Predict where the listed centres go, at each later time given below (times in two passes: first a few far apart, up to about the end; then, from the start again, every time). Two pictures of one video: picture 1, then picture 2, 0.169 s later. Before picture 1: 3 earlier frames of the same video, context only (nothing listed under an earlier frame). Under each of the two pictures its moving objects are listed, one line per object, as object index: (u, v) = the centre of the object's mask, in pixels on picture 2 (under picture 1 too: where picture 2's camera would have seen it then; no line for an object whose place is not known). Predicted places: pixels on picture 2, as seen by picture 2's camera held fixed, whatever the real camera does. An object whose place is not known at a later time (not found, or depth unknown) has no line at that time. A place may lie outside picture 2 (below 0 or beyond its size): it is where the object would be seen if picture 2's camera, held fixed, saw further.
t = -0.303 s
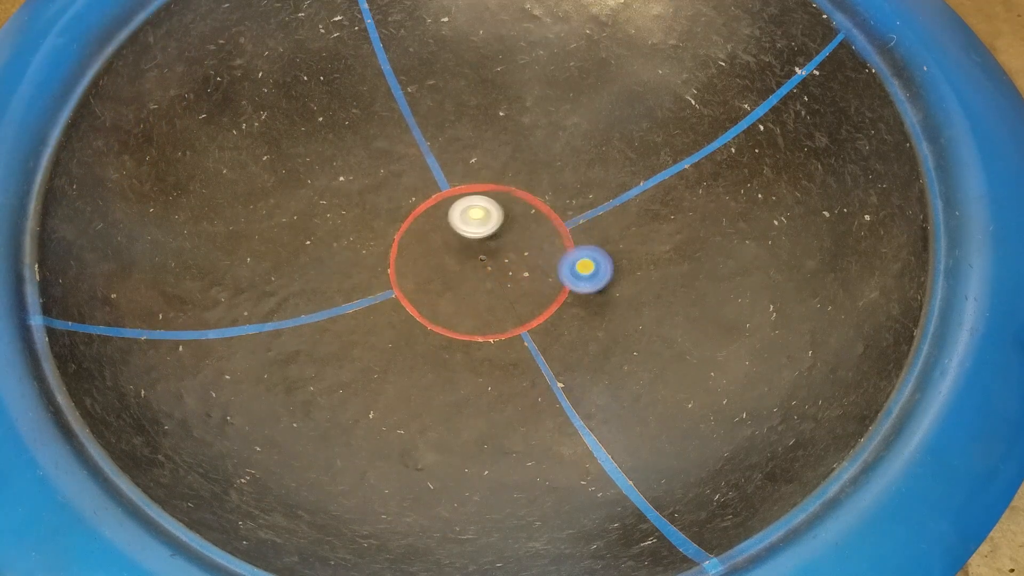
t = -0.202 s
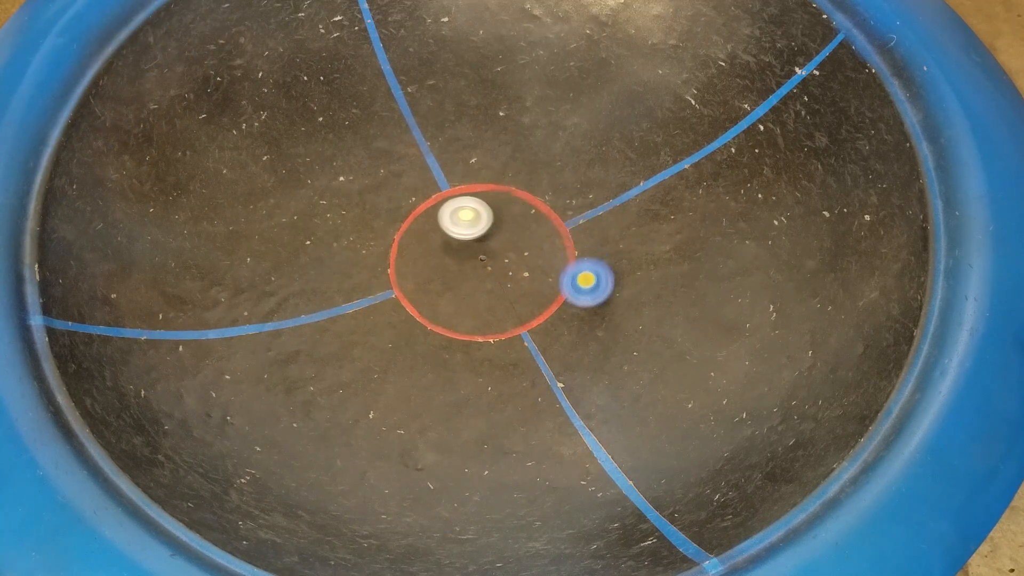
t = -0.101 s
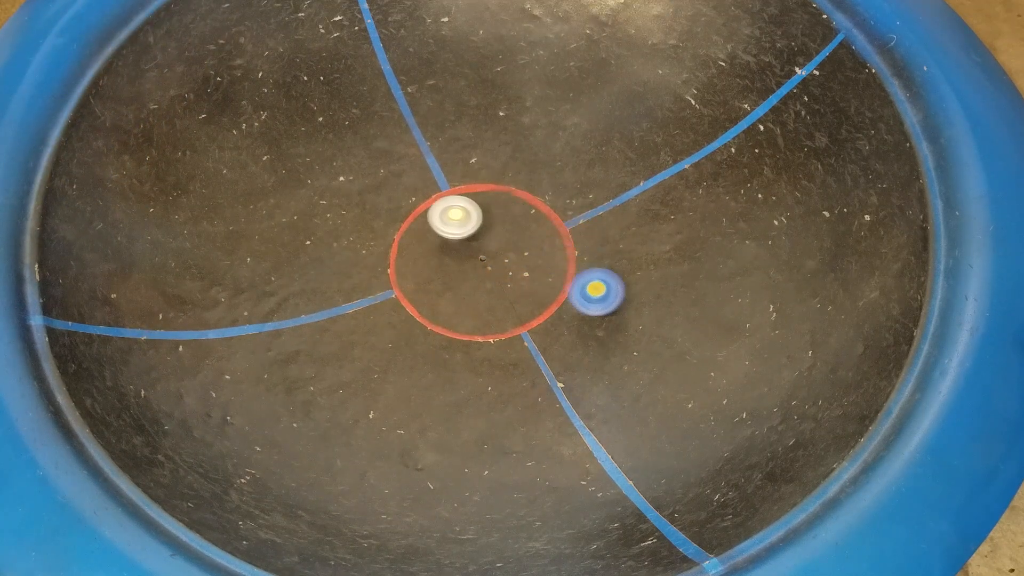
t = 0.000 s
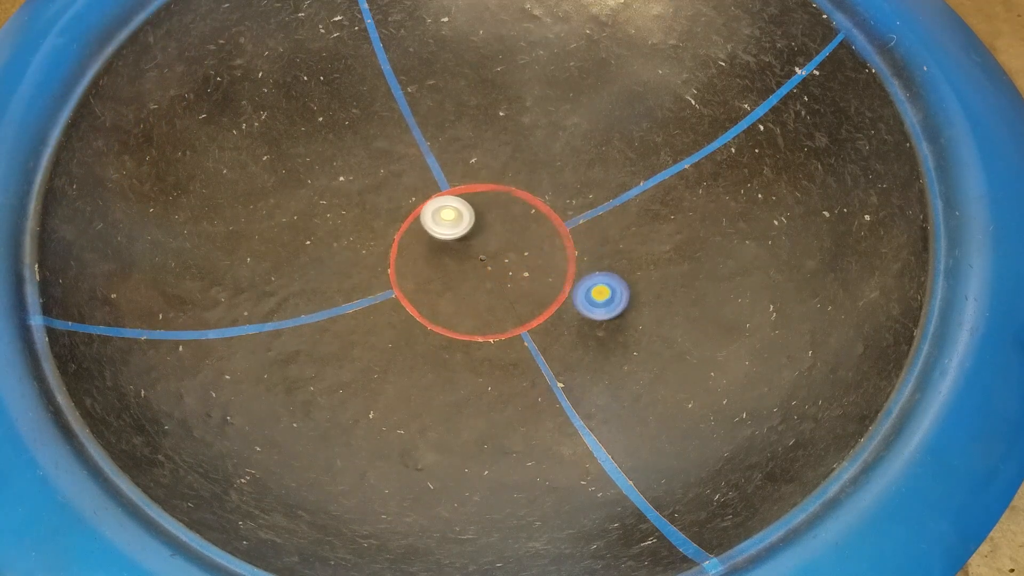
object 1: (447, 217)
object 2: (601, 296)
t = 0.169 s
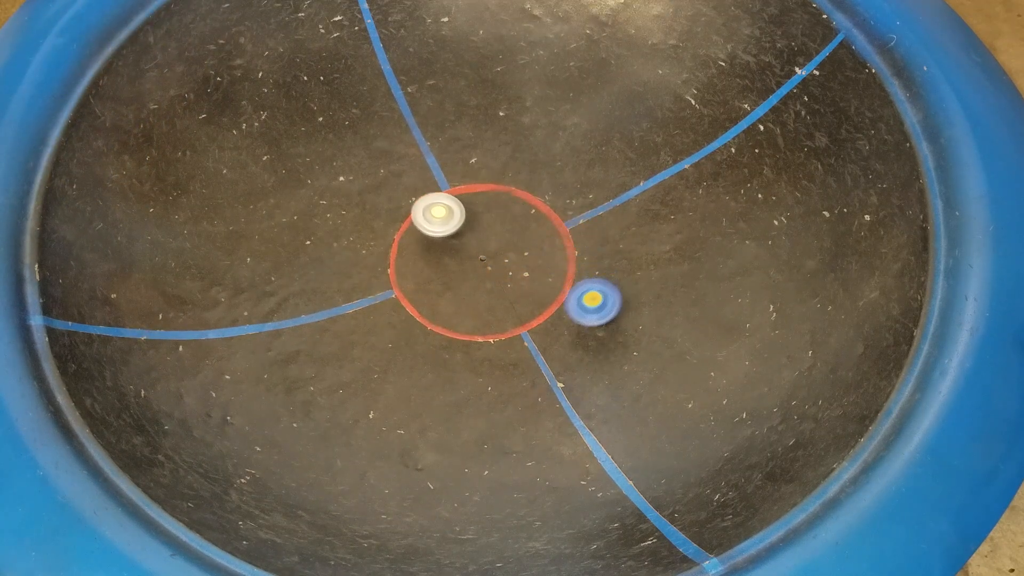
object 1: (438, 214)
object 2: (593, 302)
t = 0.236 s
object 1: (434, 212)
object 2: (587, 307)
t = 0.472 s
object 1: (418, 197)
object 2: (570, 324)
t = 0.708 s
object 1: (411, 192)
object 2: (544, 341)
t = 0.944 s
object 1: (410, 192)
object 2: (519, 353)
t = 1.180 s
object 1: (411, 192)
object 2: (482, 351)
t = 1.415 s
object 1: (408, 196)
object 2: (453, 344)
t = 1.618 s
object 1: (402, 202)
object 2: (442, 338)
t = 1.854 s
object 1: (392, 213)
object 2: (424, 324)
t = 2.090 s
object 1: (384, 225)
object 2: (408, 302)
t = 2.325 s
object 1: (376, 233)
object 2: (402, 275)
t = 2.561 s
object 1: (351, 219)
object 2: (403, 265)
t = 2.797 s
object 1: (341, 215)
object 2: (420, 253)
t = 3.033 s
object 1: (344, 221)
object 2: (438, 241)
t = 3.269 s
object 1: (356, 226)
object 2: (462, 251)
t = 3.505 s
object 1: (373, 230)
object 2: (478, 267)
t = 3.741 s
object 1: (390, 241)
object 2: (503, 281)
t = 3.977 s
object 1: (398, 254)
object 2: (531, 291)
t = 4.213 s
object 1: (396, 275)
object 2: (558, 302)
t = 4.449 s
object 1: (383, 296)
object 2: (575, 314)
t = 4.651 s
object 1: (372, 310)
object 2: (585, 319)
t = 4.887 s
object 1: (358, 321)
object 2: (578, 312)
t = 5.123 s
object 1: (358, 322)
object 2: (569, 320)
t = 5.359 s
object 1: (361, 315)
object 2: (557, 324)
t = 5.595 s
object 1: (365, 311)
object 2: (542, 326)
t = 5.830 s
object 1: (390, 303)
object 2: (532, 317)
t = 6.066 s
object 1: (397, 301)
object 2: (517, 300)
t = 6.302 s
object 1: (409, 305)
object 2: (503, 290)
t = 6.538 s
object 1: (418, 322)
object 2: (507, 278)
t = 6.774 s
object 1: (429, 345)
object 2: (513, 262)
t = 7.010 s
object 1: (426, 360)
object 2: (515, 245)
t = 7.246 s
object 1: (429, 363)
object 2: (503, 247)
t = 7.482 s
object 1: (422, 359)
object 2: (516, 250)
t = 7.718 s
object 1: (419, 354)
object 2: (533, 251)
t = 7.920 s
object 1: (415, 347)
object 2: (553, 251)
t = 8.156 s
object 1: (424, 342)
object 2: (571, 246)
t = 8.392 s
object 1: (448, 341)
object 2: (573, 240)
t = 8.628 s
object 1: (457, 345)
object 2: (565, 235)
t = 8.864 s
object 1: (470, 342)
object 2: (550, 240)
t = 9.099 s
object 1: (478, 349)
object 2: (539, 248)
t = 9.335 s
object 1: (477, 355)
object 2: (527, 251)
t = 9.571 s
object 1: (473, 361)
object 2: (507, 255)
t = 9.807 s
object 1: (465, 354)
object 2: (490, 260)
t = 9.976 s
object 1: (460, 343)
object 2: (476, 259)
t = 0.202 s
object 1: (436, 213)
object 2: (589, 305)
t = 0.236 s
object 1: (434, 212)
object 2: (587, 307)
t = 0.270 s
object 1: (433, 210)
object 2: (585, 308)
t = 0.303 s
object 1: (432, 207)
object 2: (582, 309)
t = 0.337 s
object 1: (429, 206)
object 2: (579, 312)
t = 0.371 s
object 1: (427, 204)
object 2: (575, 315)
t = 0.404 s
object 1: (424, 201)
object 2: (573, 318)
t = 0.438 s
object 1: (421, 199)
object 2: (572, 322)
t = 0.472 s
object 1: (418, 197)
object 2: (570, 324)
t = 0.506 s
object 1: (416, 195)
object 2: (568, 326)
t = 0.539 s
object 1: (414, 194)
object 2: (567, 329)
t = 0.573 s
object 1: (413, 193)
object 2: (564, 331)
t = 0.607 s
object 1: (412, 192)
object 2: (560, 333)
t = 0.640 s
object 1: (411, 192)
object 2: (553, 334)
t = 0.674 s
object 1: (411, 192)
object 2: (548, 337)
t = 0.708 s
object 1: (411, 192)
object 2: (544, 341)
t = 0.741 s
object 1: (410, 192)
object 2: (541, 343)
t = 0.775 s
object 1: (410, 192)
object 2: (538, 345)
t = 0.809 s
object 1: (410, 192)
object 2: (536, 348)
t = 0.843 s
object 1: (410, 192)
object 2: (534, 351)
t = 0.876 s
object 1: (410, 191)
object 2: (529, 353)
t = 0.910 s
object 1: (410, 191)
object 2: (524, 353)
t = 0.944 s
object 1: (410, 192)
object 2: (519, 353)
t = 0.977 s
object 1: (410, 192)
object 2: (514, 353)
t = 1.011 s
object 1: (410, 192)
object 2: (508, 353)
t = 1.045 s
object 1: (410, 191)
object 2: (503, 353)
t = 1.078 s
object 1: (410, 191)
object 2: (497, 353)
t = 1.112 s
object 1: (410, 192)
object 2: (492, 352)
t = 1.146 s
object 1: (411, 192)
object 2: (487, 352)
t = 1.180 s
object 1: (411, 192)
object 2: (482, 351)
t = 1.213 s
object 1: (411, 193)
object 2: (477, 351)
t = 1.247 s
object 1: (411, 193)
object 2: (472, 351)
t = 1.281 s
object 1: (411, 193)
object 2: (466, 349)
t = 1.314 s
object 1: (410, 194)
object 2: (461, 348)
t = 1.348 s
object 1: (410, 195)
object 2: (457, 345)
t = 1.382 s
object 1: (409, 195)
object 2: (455, 344)
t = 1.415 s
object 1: (408, 196)
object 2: (453, 344)
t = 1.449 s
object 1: (407, 197)
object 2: (451, 344)
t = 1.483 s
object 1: (406, 198)
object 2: (448, 344)
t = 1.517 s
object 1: (406, 198)
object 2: (445, 343)
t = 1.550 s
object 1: (405, 198)
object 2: (444, 341)
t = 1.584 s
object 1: (404, 200)
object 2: (443, 339)
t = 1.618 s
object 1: (402, 202)
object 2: (442, 338)
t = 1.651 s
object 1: (401, 203)
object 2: (440, 335)
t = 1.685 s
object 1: (399, 205)
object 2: (436, 333)
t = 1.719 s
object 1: (398, 206)
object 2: (432, 331)
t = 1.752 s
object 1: (397, 207)
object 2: (428, 328)
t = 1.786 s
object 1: (394, 209)
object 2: (426, 326)
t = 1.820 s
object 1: (392, 211)
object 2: (425, 325)
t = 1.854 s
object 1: (392, 213)
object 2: (424, 324)
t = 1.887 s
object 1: (392, 215)
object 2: (421, 323)
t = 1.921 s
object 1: (390, 215)
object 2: (418, 320)
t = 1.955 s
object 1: (389, 217)
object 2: (415, 317)
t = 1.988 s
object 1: (388, 219)
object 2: (414, 313)
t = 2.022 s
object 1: (386, 220)
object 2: (412, 310)
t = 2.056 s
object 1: (384, 223)
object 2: (411, 306)
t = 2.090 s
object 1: (384, 225)
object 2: (408, 302)
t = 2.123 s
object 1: (384, 226)
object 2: (407, 299)
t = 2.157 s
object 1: (383, 227)
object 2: (407, 295)
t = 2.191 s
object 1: (383, 228)
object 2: (406, 291)
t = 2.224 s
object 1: (382, 230)
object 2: (404, 287)
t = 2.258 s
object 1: (380, 231)
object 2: (403, 283)
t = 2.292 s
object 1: (378, 232)
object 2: (402, 279)
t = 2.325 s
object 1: (376, 233)
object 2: (402, 275)
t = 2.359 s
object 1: (373, 232)
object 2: (401, 272)
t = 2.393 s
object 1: (369, 231)
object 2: (400, 270)
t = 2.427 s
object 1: (363, 227)
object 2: (400, 272)
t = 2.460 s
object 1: (358, 223)
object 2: (401, 272)
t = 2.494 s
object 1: (356, 221)
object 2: (402, 270)
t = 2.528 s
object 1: (353, 220)
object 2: (404, 268)
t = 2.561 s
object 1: (351, 219)
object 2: (403, 265)
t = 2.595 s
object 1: (349, 219)
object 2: (403, 263)
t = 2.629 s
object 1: (348, 219)
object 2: (404, 261)
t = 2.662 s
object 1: (347, 218)
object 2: (407, 259)
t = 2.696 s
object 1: (346, 218)
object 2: (409, 257)
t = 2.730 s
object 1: (345, 216)
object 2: (414, 257)
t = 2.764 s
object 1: (343, 215)
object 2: (417, 255)
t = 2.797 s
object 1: (341, 215)
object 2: (420, 253)
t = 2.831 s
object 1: (340, 215)
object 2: (422, 250)
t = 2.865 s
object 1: (339, 216)
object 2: (425, 249)
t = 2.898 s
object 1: (339, 217)
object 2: (429, 248)
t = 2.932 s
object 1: (339, 219)
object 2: (432, 246)
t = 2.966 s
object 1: (340, 220)
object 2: (435, 245)
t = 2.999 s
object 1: (342, 221)
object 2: (436, 243)
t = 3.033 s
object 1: (344, 221)
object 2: (438, 241)
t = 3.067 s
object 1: (345, 221)
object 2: (442, 241)
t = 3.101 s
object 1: (347, 221)
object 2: (446, 243)
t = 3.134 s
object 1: (347, 221)
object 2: (450, 244)
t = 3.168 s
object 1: (348, 222)
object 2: (455, 245)
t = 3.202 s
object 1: (350, 224)
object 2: (458, 246)
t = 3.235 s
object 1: (353, 225)
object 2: (460, 248)
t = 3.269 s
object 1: (356, 226)
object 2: (462, 251)
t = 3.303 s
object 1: (358, 227)
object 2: (464, 255)
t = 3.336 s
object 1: (360, 226)
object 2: (465, 258)
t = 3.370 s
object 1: (362, 226)
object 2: (466, 260)
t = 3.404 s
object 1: (365, 226)
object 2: (468, 261)
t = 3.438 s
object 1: (367, 227)
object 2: (471, 263)
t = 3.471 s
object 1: (370, 229)
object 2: (474, 265)
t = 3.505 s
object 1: (373, 230)
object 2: (478, 267)
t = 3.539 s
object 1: (376, 231)
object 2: (481, 270)
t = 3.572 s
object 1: (378, 232)
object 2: (484, 273)
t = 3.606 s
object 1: (381, 233)
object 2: (488, 275)
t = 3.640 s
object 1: (384, 235)
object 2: (492, 275)
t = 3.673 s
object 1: (386, 236)
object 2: (496, 276)
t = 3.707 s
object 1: (389, 238)
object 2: (499, 278)
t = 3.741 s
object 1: (390, 241)
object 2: (503, 281)
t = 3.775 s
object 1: (390, 243)
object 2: (506, 283)
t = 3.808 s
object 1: (392, 245)
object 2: (510, 285)
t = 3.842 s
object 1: (393, 247)
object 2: (514, 286)
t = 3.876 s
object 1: (394, 249)
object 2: (519, 288)
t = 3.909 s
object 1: (395, 250)
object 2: (523, 289)
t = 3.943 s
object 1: (397, 252)
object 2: (528, 290)
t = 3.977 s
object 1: (398, 254)
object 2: (531, 291)
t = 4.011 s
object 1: (399, 257)
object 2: (536, 292)
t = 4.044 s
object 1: (400, 260)
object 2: (540, 293)
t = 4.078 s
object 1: (399, 263)
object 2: (545, 295)
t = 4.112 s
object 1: (398, 266)
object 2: (549, 297)
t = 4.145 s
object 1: (397, 269)
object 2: (552, 299)
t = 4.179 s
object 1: (397, 272)
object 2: (555, 301)
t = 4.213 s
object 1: (396, 275)
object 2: (558, 302)
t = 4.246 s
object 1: (395, 278)
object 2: (561, 306)
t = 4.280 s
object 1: (394, 281)
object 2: (565, 309)
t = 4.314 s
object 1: (392, 284)
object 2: (569, 310)
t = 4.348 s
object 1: (391, 287)
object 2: (570, 312)
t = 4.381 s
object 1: (389, 291)
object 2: (570, 314)
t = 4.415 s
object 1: (386, 293)
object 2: (572, 314)
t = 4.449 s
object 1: (383, 296)
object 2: (575, 314)
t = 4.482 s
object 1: (380, 298)
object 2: (578, 315)
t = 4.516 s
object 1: (378, 301)
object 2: (579, 316)
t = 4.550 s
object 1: (378, 304)
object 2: (579, 318)
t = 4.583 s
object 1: (377, 306)
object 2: (582, 320)
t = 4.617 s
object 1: (375, 308)
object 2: (585, 320)
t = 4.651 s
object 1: (372, 310)
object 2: (585, 319)
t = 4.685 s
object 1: (369, 312)
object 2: (586, 317)
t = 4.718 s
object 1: (367, 314)
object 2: (586, 315)
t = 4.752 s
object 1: (363, 315)
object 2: (584, 313)
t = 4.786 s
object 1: (361, 317)
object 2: (581, 313)
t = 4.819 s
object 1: (360, 319)
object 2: (578, 312)
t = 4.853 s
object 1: (358, 320)
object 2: (578, 312)
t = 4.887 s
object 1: (358, 321)
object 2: (578, 312)
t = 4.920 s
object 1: (357, 322)
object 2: (575, 311)
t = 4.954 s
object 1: (357, 322)
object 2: (571, 312)
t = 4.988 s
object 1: (356, 322)
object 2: (569, 313)
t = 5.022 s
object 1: (357, 322)
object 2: (570, 315)
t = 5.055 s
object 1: (357, 323)
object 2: (571, 317)
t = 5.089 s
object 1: (357, 322)
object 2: (570, 318)
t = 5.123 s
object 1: (358, 322)
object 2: (569, 320)
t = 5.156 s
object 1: (358, 322)
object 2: (569, 321)
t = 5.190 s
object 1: (358, 322)
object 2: (568, 322)
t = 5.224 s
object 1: (358, 321)
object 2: (567, 322)
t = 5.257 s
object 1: (359, 320)
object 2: (564, 322)
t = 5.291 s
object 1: (360, 319)
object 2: (562, 322)
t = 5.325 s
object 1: (360, 317)
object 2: (559, 322)
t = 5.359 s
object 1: (361, 315)
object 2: (557, 324)
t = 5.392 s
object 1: (362, 314)
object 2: (556, 326)
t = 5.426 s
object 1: (363, 313)
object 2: (555, 328)
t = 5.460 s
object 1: (363, 312)
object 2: (552, 328)
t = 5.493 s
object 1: (362, 312)
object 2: (550, 328)
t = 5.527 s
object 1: (363, 312)
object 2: (547, 327)
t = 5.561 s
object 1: (364, 311)
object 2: (544, 327)
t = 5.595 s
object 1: (365, 311)
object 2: (542, 326)
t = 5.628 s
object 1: (367, 309)
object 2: (542, 326)
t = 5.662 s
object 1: (370, 308)
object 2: (542, 325)
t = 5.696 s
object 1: (374, 307)
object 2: (541, 323)
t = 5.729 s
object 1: (378, 306)
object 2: (540, 323)
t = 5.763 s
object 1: (382, 305)
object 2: (538, 322)
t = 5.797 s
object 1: (386, 304)
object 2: (535, 320)
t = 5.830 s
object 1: (390, 303)
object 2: (532, 317)
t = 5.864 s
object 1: (392, 304)
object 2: (530, 315)
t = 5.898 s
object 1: (392, 303)
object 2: (528, 313)
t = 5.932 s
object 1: (392, 303)
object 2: (526, 311)
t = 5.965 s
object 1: (392, 302)
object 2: (524, 308)
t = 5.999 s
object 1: (393, 302)
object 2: (522, 305)
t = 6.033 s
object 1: (394, 301)
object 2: (519, 302)
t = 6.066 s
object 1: (397, 301)
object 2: (517, 300)
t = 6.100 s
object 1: (399, 301)
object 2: (515, 298)
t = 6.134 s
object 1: (402, 301)
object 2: (512, 297)
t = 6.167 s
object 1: (405, 302)
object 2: (510, 295)
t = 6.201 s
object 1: (407, 303)
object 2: (507, 294)
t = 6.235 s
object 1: (408, 304)
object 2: (505, 293)
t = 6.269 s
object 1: (408, 304)
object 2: (504, 291)
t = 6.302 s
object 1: (409, 305)
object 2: (503, 290)
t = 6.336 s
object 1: (409, 306)
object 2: (502, 288)
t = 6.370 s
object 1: (411, 307)
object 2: (503, 287)
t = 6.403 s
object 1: (412, 310)
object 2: (504, 286)
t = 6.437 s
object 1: (414, 312)
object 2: (505, 284)
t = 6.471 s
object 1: (416, 316)
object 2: (507, 282)
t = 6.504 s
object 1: (417, 319)
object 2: (507, 280)
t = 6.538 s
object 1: (418, 322)
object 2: (507, 278)
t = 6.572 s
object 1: (420, 326)
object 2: (508, 276)
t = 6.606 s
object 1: (421, 330)
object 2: (510, 274)
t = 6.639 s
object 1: (422, 332)
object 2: (513, 272)
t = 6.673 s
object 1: (424, 335)
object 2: (513, 269)
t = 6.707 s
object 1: (425, 339)
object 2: (512, 266)
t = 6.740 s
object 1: (427, 342)
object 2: (512, 264)
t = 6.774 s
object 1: (429, 345)
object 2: (513, 262)
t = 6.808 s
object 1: (430, 347)
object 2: (515, 261)
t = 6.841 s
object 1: (430, 350)
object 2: (515, 258)
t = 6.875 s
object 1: (430, 352)
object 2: (516, 255)
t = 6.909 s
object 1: (429, 355)
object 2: (516, 252)
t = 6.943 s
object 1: (428, 357)
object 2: (515, 250)
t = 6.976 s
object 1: (427, 359)
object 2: (515, 248)
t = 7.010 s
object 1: (426, 360)
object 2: (515, 245)
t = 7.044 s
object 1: (425, 361)
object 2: (514, 242)
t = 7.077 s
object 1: (425, 362)
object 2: (511, 240)
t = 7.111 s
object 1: (425, 362)
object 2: (508, 241)
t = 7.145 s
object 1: (427, 363)
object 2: (507, 242)
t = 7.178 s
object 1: (427, 364)
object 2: (505, 243)
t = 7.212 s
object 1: (427, 363)
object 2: (503, 245)
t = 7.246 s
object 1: (429, 363)
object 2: (503, 247)
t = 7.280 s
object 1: (428, 363)
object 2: (505, 250)
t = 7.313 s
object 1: (429, 361)
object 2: (508, 251)
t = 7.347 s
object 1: (429, 360)
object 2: (509, 252)
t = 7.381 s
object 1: (427, 359)
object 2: (511, 251)
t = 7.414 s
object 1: (425, 359)
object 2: (513, 251)
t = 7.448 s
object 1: (424, 359)
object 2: (515, 250)
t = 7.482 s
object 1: (422, 359)
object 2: (516, 250)
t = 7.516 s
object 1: (421, 359)
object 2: (518, 249)
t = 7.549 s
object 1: (420, 359)
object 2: (520, 248)
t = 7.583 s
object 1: (419, 358)
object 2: (522, 249)
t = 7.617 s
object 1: (419, 358)
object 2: (523, 249)
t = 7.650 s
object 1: (419, 356)
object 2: (525, 250)
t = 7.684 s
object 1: (419, 355)
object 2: (528, 250)
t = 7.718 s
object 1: (419, 354)
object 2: (533, 251)
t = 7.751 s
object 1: (418, 354)
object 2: (536, 251)
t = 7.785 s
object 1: (418, 352)
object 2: (540, 250)
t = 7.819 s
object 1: (417, 351)
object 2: (543, 250)
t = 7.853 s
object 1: (416, 350)
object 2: (546, 250)
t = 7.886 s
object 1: (416, 349)
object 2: (549, 251)
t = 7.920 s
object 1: (415, 347)
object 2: (553, 251)
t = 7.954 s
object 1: (415, 346)
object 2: (557, 251)
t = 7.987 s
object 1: (415, 346)
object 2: (560, 251)
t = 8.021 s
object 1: (416, 345)
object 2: (564, 252)
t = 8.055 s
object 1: (418, 344)
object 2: (566, 250)
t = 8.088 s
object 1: (419, 343)
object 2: (567, 249)
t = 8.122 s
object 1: (422, 342)
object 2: (569, 247)
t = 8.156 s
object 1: (424, 342)
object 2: (571, 246)
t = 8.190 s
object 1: (428, 342)
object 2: (573, 246)
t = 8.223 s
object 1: (431, 342)
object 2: (573, 246)
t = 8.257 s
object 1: (435, 342)
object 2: (573, 245)
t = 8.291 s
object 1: (439, 342)
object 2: (572, 244)
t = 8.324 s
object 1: (442, 342)
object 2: (571, 243)
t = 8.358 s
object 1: (445, 342)
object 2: (572, 241)
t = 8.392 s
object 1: (448, 341)
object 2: (573, 240)
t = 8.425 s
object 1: (450, 341)
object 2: (575, 240)
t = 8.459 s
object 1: (452, 341)
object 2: (576, 241)
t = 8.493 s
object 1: (453, 342)
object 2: (576, 240)
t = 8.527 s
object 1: (455, 344)
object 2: (574, 237)
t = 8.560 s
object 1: (456, 346)
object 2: (571, 237)
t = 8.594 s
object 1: (457, 347)
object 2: (569, 236)
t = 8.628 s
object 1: (457, 345)
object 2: (565, 235)
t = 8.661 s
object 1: (460, 343)
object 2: (562, 236)
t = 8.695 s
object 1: (461, 343)
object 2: (560, 236)
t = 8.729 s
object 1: (463, 342)
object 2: (557, 235)
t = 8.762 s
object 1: (464, 342)
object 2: (555, 235)
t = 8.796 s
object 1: (466, 341)
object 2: (554, 237)
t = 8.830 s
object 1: (467, 342)
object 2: (553, 238)
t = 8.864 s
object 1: (470, 342)
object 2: (550, 240)
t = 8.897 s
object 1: (472, 343)
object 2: (547, 242)
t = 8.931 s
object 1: (474, 344)
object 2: (546, 244)
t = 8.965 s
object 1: (476, 346)
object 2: (544, 246)
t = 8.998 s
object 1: (477, 346)
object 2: (542, 247)
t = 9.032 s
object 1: (477, 347)
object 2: (541, 247)
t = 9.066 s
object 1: (477, 347)
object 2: (540, 248)
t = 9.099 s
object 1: (478, 349)
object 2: (539, 248)
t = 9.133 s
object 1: (477, 350)
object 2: (537, 249)
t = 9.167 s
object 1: (478, 352)
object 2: (535, 250)
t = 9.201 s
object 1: (478, 354)
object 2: (534, 250)
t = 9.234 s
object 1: (477, 355)
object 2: (533, 251)
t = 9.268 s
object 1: (478, 355)
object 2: (531, 251)
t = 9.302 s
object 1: (478, 355)
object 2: (529, 252)
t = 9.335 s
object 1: (477, 355)
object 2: (527, 251)
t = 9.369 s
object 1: (476, 356)
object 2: (523, 251)
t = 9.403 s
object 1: (476, 357)
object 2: (520, 251)
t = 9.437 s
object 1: (476, 359)
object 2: (517, 252)
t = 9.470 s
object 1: (475, 359)
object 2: (513, 252)
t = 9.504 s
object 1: (474, 361)
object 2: (509, 252)
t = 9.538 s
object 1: (473, 361)
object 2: (508, 253)
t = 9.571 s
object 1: (473, 361)
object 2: (507, 255)
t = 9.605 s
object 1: (473, 361)
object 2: (506, 257)
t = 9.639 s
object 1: (473, 360)
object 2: (503, 259)
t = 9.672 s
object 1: (472, 359)
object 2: (501, 260)
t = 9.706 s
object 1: (471, 358)
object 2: (497, 260)
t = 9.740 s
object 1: (469, 357)
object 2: (495, 260)
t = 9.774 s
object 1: (468, 356)
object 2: (493, 260)
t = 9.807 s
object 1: (465, 354)
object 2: (490, 260)
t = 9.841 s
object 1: (464, 353)
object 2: (487, 259)
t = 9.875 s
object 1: (462, 351)
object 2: (484, 259)
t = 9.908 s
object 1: (461, 348)
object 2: (481, 259)
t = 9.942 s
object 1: (460, 346)
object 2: (478, 259)
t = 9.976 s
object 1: (460, 343)
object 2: (476, 259)
